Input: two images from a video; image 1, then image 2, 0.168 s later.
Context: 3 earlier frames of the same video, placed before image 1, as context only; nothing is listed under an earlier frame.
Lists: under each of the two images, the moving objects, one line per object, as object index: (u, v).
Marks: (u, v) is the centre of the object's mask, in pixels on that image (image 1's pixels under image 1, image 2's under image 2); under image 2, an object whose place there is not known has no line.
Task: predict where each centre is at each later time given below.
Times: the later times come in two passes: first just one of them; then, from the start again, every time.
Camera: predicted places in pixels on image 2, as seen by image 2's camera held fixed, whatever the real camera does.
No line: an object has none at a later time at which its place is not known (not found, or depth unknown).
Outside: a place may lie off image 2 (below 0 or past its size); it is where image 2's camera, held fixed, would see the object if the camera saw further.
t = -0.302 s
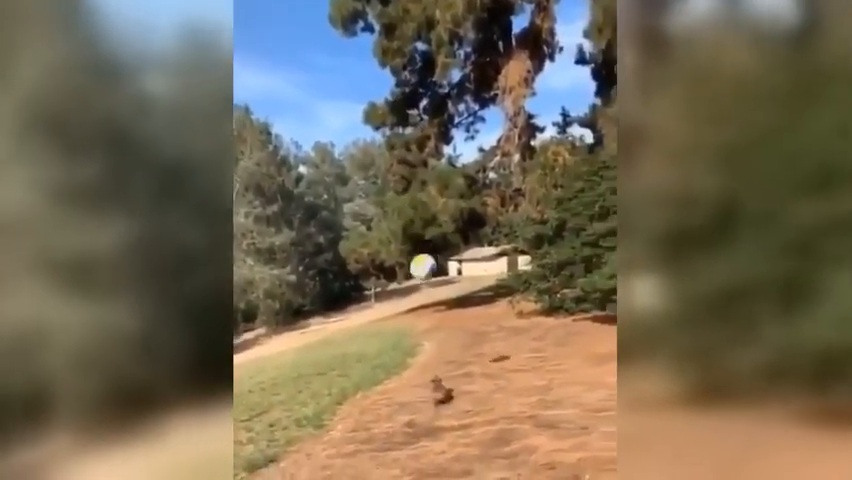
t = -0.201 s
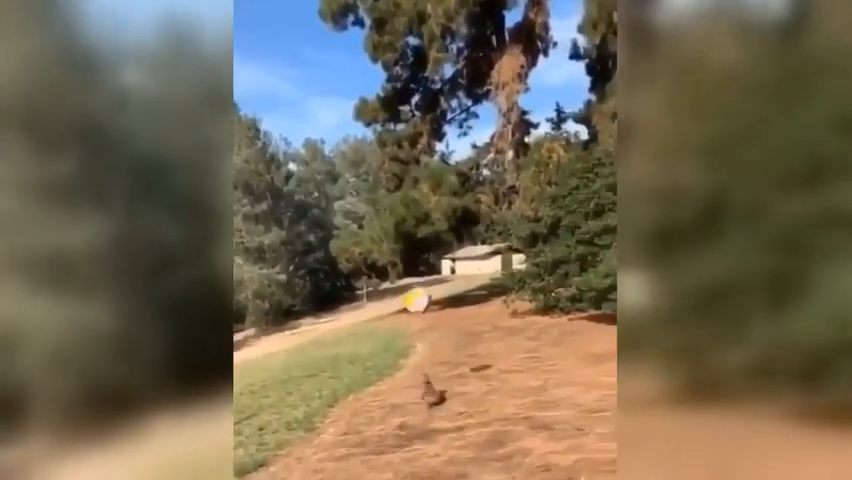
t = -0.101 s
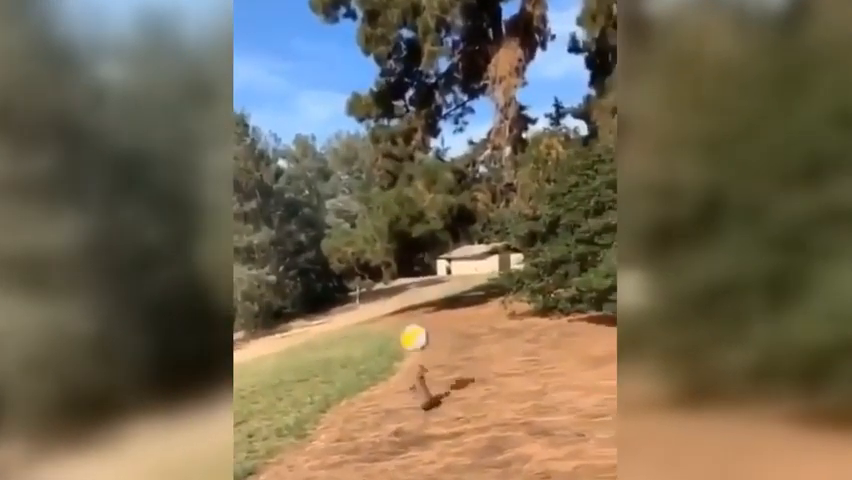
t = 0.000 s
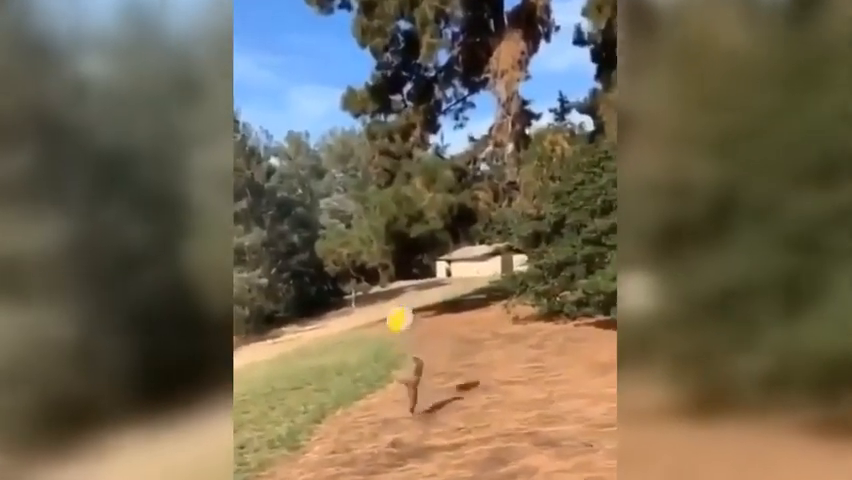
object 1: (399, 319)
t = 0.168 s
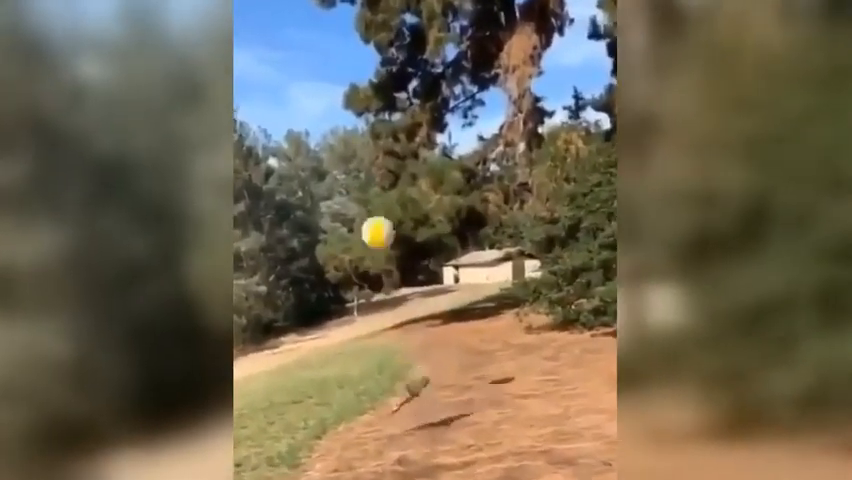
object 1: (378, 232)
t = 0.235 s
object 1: (367, 198)
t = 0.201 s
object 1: (372, 214)
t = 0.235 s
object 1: (367, 198)
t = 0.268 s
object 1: (363, 184)
